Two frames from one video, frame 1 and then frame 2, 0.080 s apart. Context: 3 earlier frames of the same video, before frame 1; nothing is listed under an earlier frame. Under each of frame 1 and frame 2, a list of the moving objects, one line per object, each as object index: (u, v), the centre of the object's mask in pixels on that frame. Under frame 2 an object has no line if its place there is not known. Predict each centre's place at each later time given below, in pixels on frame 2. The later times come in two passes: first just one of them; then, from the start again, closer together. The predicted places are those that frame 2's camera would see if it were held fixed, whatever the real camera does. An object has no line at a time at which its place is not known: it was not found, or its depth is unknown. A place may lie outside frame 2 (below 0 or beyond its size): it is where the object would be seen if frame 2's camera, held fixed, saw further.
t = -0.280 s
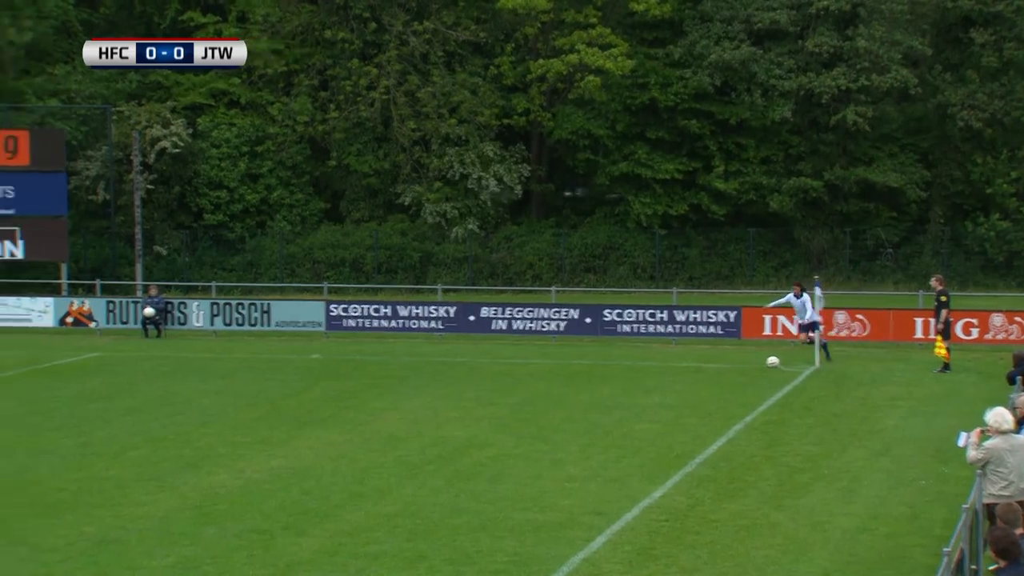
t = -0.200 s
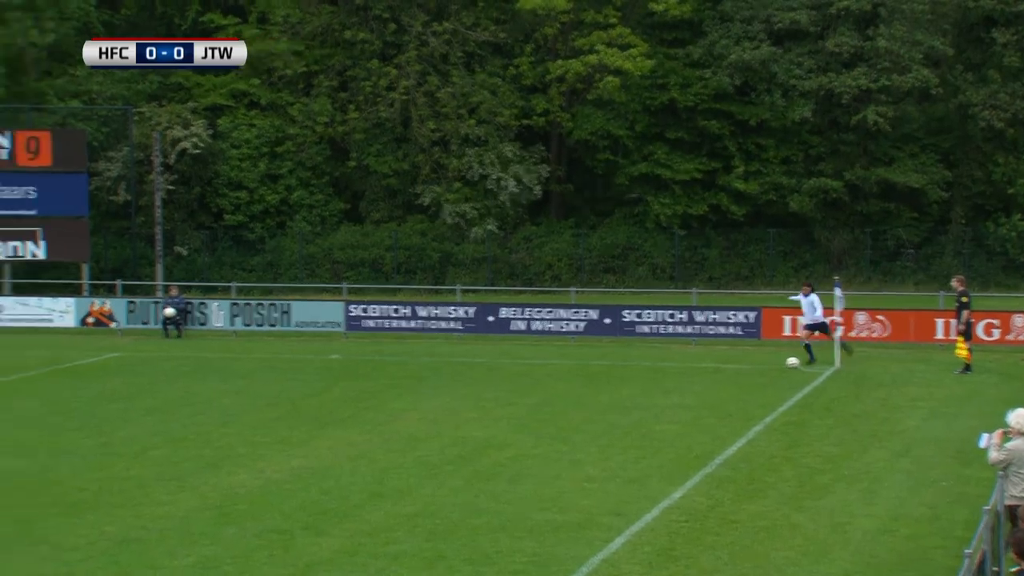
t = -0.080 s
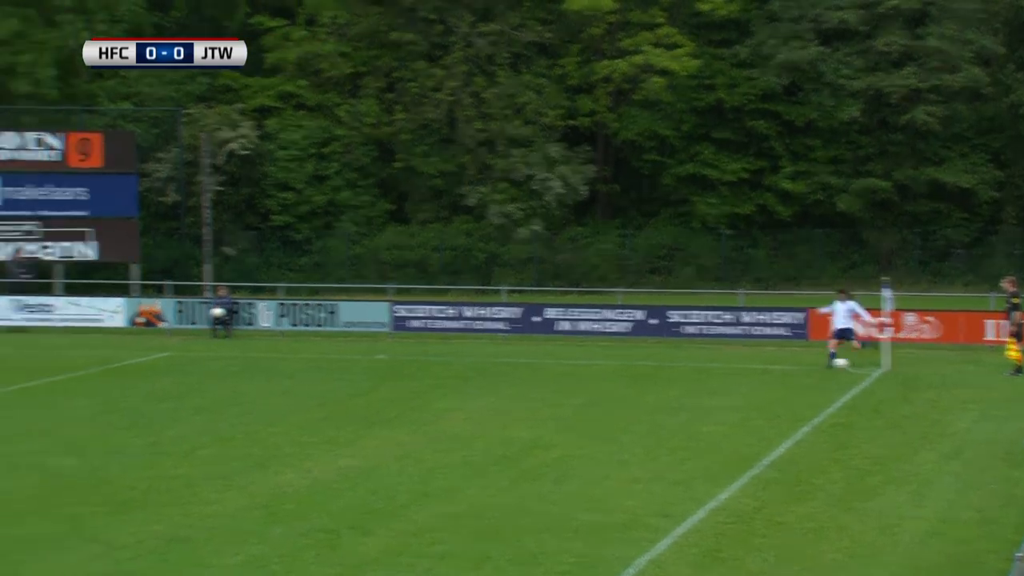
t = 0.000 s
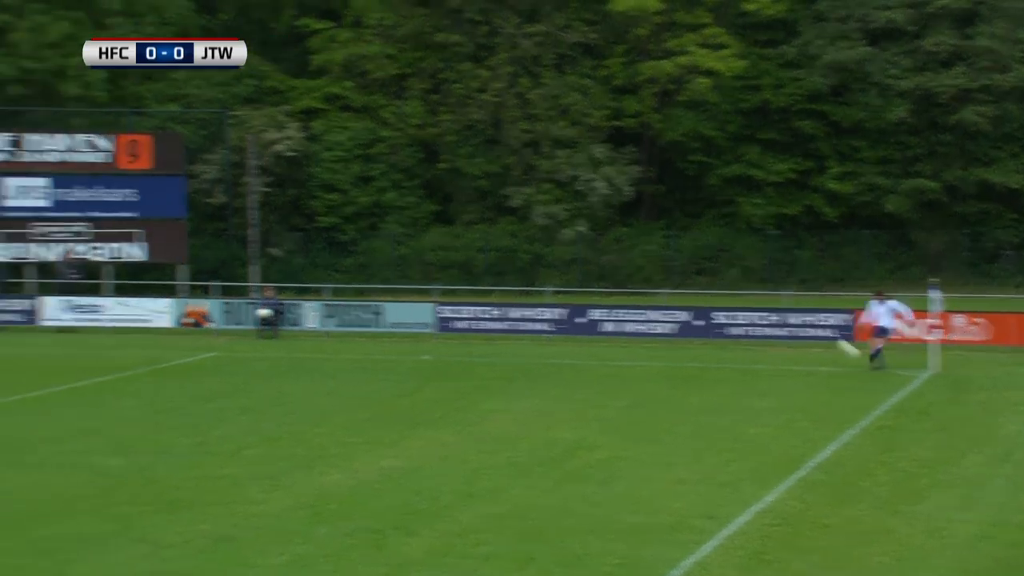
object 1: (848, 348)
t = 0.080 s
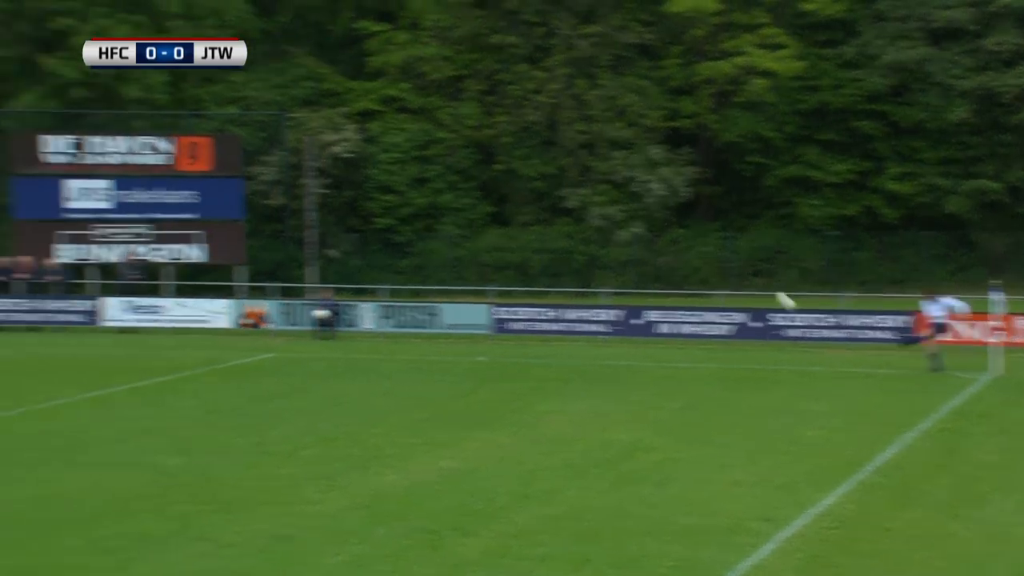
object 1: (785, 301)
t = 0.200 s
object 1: (624, 235)
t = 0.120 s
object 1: (730, 278)
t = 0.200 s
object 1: (624, 235)
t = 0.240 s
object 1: (570, 215)
